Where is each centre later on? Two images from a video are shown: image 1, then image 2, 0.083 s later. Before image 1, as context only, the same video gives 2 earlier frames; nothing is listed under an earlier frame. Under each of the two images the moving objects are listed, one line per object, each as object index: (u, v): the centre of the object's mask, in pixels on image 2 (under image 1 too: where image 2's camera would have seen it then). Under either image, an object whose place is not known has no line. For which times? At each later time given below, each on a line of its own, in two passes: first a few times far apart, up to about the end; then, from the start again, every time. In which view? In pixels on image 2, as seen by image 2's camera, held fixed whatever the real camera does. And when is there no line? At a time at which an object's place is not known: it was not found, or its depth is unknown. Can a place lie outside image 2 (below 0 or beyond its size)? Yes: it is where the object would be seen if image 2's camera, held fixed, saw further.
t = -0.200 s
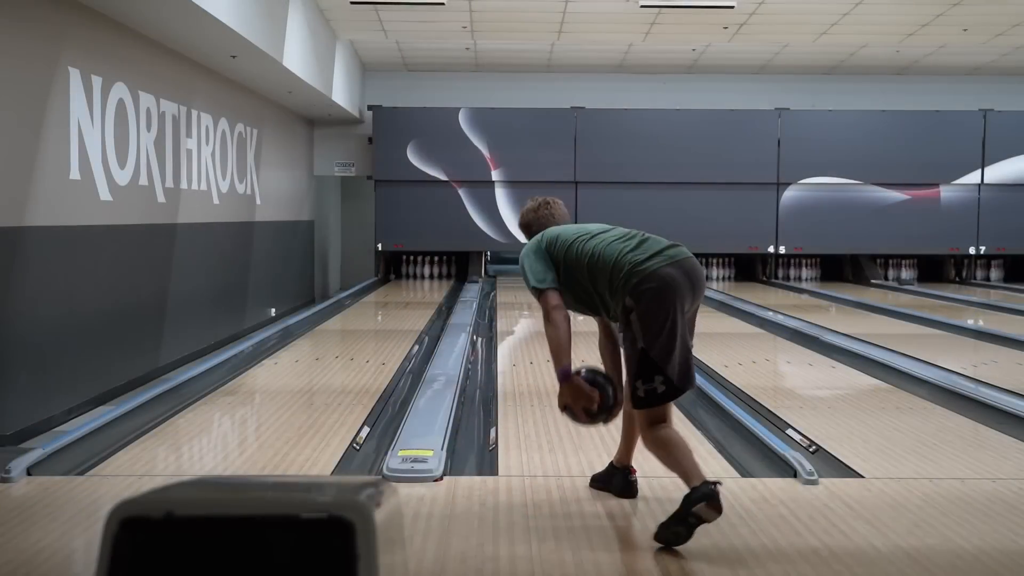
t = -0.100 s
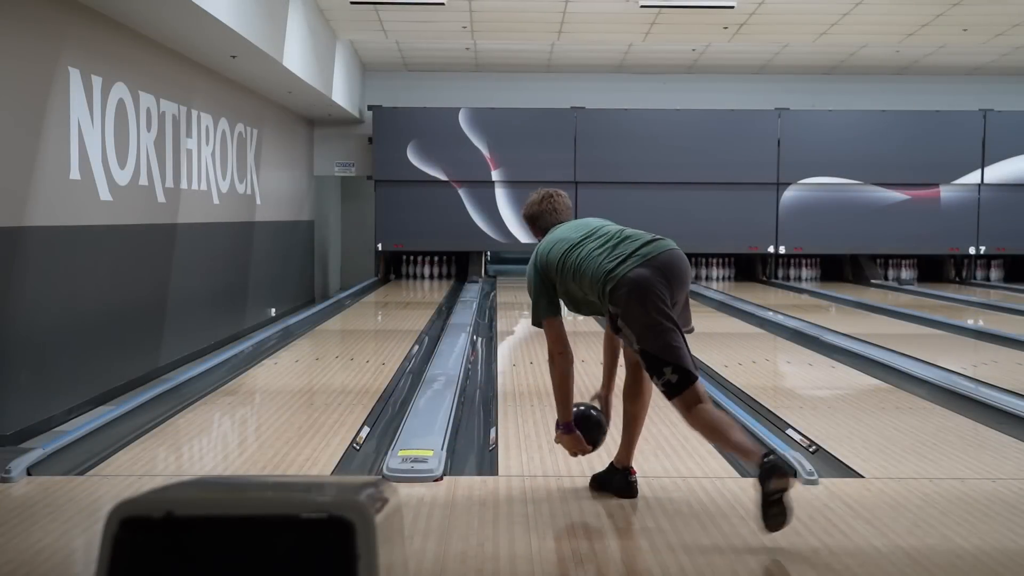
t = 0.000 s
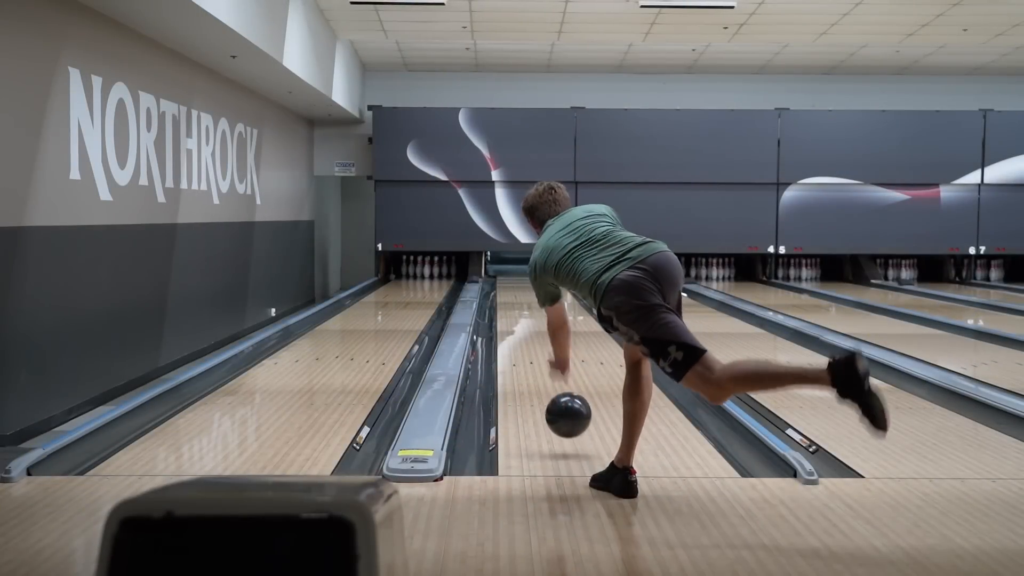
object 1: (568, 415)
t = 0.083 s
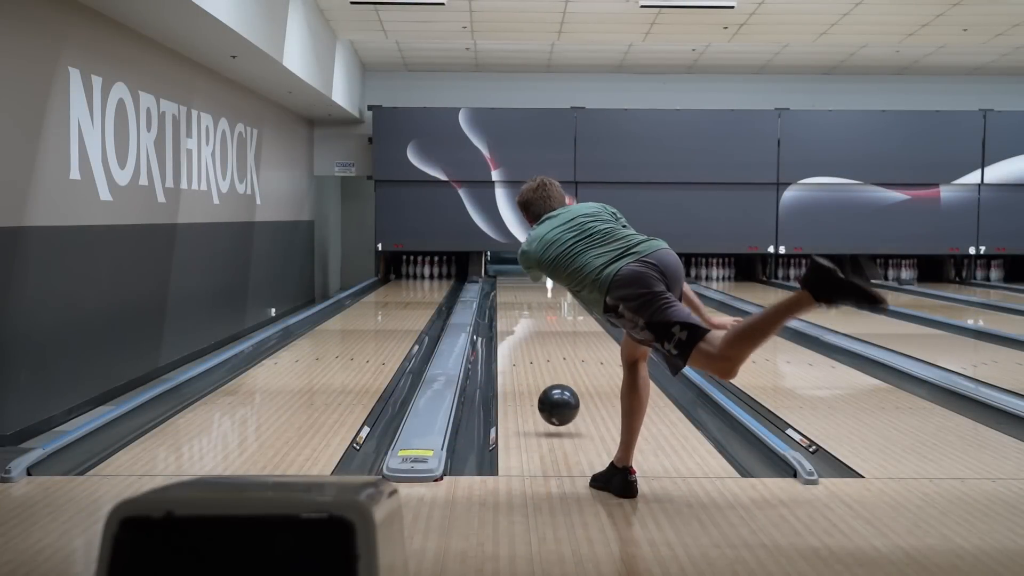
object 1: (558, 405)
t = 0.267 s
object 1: (543, 382)
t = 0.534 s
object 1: (525, 352)
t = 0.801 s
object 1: (520, 328)
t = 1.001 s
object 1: (516, 317)
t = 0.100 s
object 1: (557, 404)
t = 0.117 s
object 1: (555, 405)
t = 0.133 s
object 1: (553, 405)
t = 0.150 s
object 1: (552, 401)
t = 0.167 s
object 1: (550, 398)
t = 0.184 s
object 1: (549, 395)
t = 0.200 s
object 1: (548, 393)
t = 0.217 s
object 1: (546, 390)
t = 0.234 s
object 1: (545, 387)
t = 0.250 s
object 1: (544, 385)
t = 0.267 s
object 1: (543, 382)
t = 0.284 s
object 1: (541, 380)
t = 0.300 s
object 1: (540, 377)
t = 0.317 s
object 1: (539, 375)
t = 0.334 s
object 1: (538, 373)
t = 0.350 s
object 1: (537, 371)
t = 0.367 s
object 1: (536, 369)
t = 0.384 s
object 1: (535, 367)
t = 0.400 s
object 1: (534, 365)
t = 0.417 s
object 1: (534, 363)
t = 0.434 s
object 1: (533, 361)
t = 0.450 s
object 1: (532, 359)
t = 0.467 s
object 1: (531, 357)
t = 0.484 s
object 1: (530, 356)
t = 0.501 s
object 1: (530, 354)
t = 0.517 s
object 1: (529, 353)
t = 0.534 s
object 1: (525, 352)
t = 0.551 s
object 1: (525, 350)
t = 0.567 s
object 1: (525, 348)
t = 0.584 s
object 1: (526, 346)
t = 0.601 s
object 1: (526, 344)
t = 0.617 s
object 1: (525, 343)
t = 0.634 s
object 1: (524, 341)
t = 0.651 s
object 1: (524, 340)
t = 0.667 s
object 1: (523, 339)
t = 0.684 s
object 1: (523, 337)
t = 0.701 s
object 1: (522, 336)
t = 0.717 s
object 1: (522, 334)
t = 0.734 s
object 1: (521, 333)
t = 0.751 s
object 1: (521, 332)
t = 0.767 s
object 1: (520, 331)
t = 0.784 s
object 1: (520, 330)
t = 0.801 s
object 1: (520, 328)
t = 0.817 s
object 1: (519, 327)
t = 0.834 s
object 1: (519, 326)
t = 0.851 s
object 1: (518, 325)
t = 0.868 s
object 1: (518, 324)
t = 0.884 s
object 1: (518, 323)
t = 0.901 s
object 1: (518, 322)
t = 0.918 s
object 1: (517, 321)
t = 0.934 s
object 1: (517, 320)
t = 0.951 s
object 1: (517, 320)
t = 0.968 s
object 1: (516, 319)
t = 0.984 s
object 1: (516, 318)
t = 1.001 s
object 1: (516, 317)
